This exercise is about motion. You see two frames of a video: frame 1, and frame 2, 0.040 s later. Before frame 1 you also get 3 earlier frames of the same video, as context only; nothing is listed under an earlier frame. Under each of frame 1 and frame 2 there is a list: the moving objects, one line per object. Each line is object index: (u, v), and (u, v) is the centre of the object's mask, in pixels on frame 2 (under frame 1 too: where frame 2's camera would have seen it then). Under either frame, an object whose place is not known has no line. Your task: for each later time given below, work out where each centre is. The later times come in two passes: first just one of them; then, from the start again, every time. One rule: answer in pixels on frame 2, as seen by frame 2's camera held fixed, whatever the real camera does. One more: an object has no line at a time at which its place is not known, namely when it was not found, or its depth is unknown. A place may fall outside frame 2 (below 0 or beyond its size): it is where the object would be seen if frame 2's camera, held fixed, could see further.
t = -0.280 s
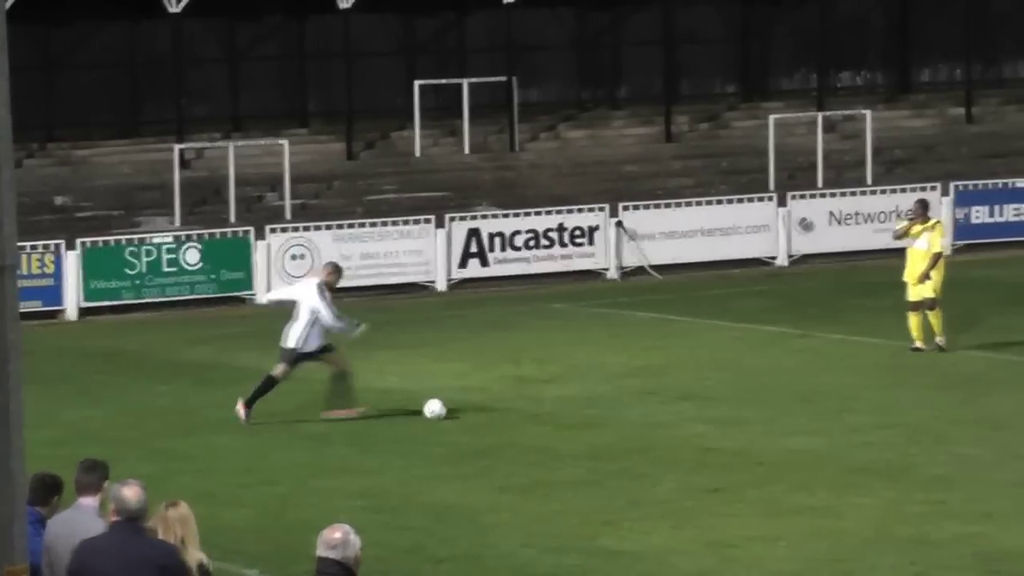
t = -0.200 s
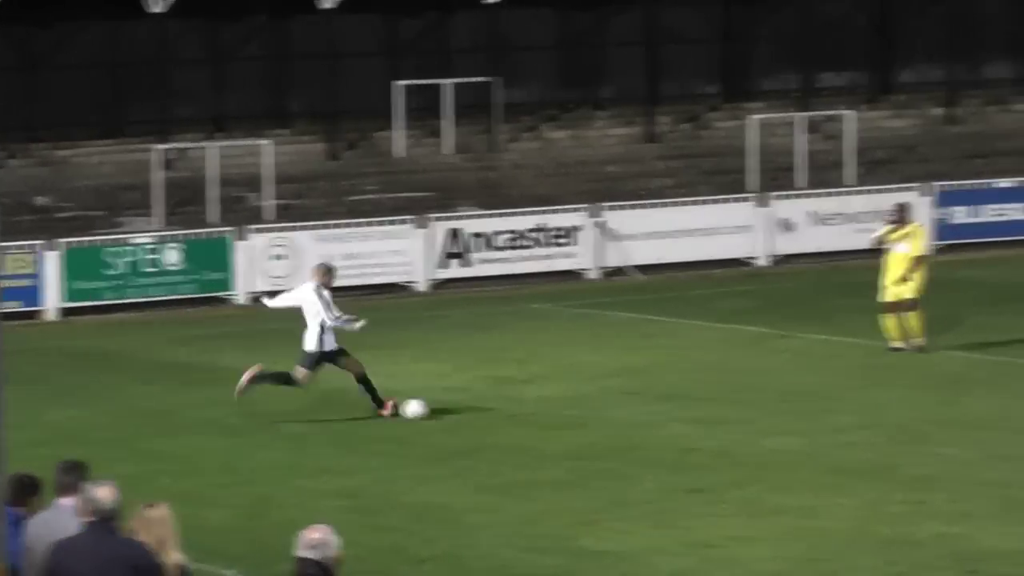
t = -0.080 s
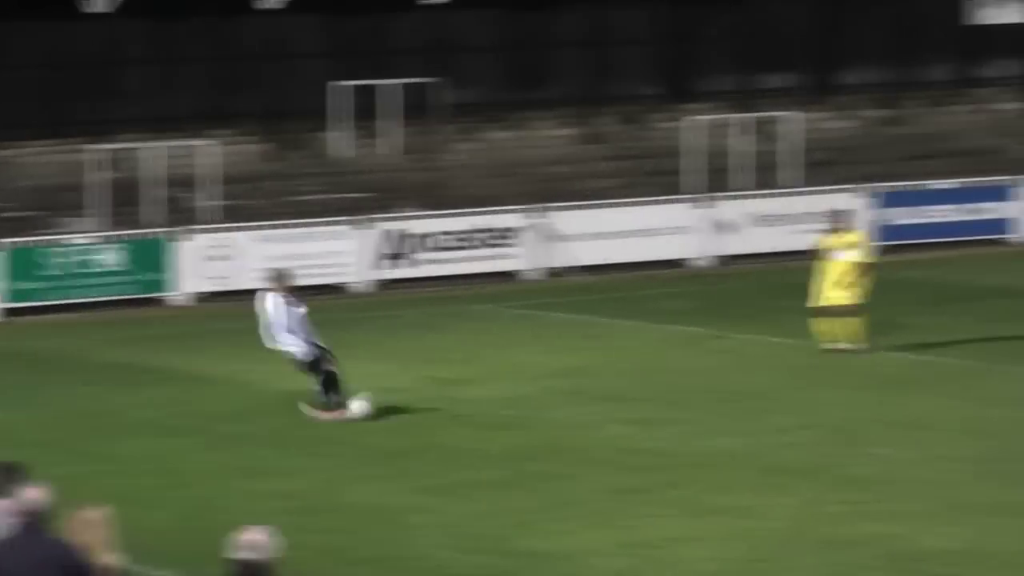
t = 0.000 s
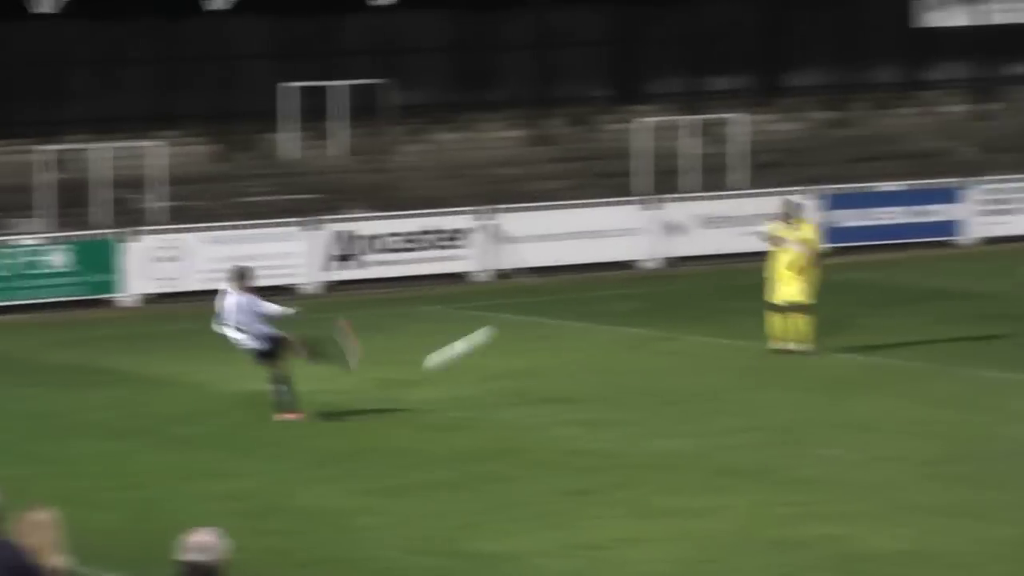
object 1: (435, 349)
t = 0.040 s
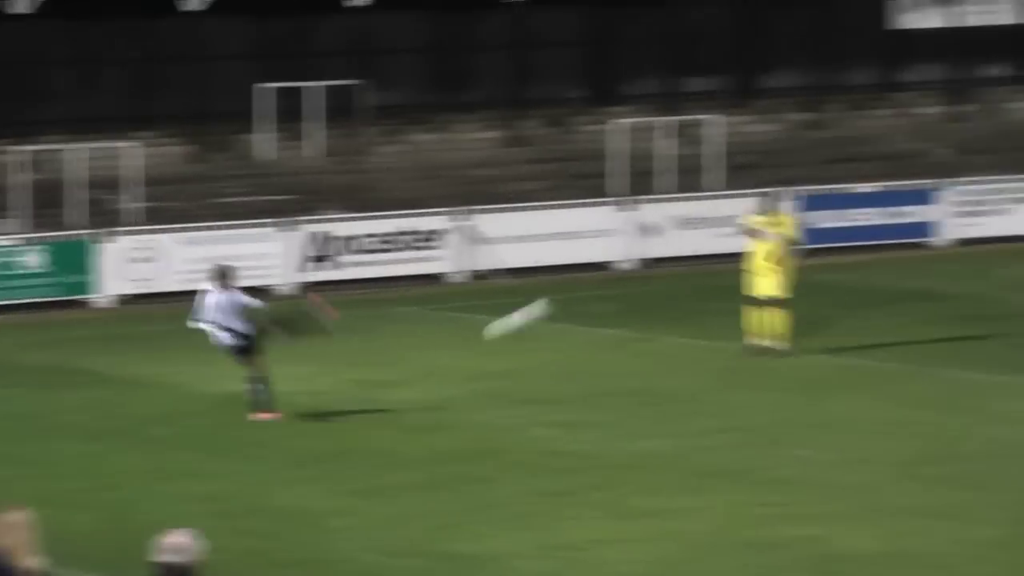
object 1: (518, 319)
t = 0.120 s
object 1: (672, 268)
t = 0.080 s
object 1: (596, 293)
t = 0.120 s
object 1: (672, 268)
